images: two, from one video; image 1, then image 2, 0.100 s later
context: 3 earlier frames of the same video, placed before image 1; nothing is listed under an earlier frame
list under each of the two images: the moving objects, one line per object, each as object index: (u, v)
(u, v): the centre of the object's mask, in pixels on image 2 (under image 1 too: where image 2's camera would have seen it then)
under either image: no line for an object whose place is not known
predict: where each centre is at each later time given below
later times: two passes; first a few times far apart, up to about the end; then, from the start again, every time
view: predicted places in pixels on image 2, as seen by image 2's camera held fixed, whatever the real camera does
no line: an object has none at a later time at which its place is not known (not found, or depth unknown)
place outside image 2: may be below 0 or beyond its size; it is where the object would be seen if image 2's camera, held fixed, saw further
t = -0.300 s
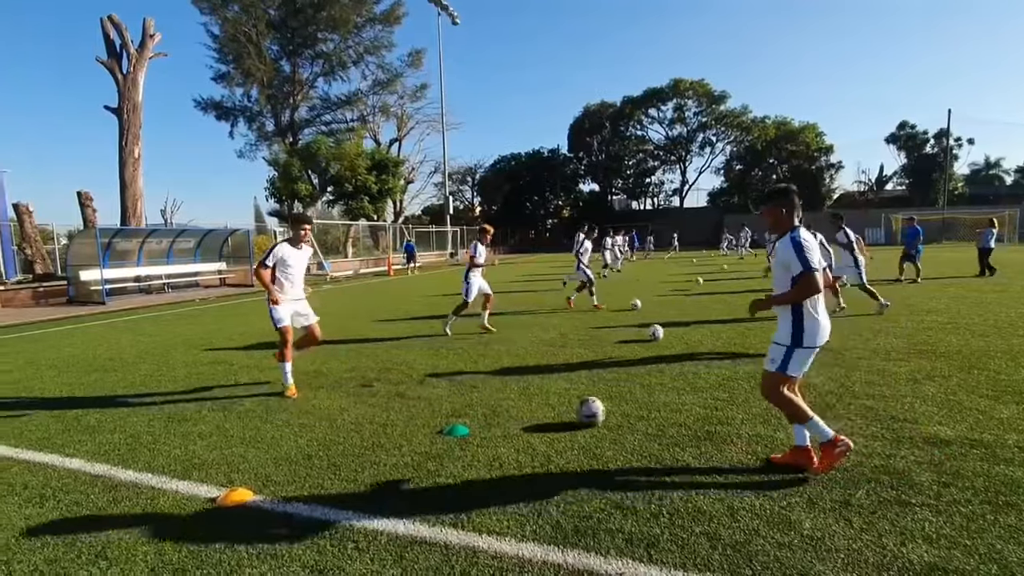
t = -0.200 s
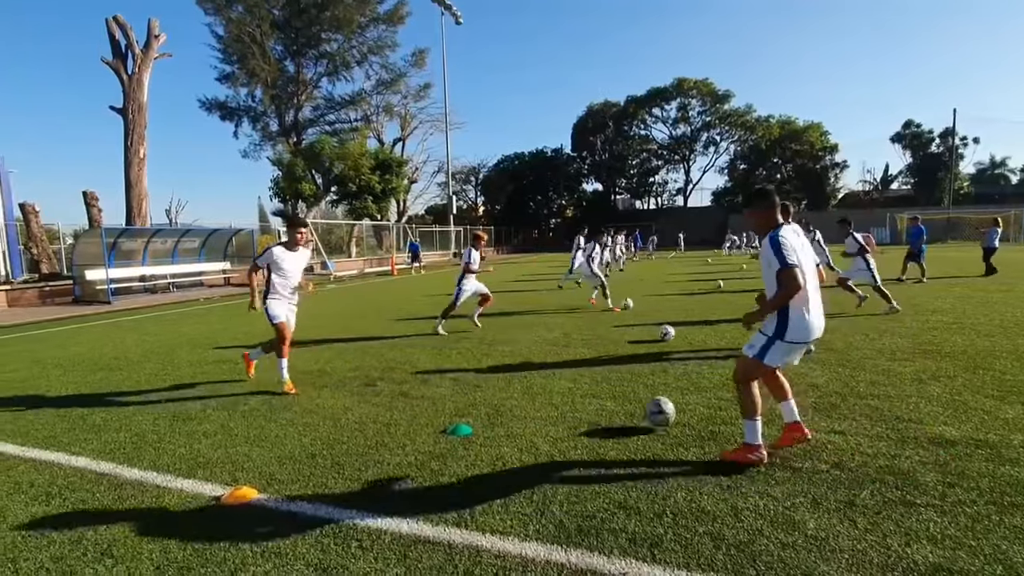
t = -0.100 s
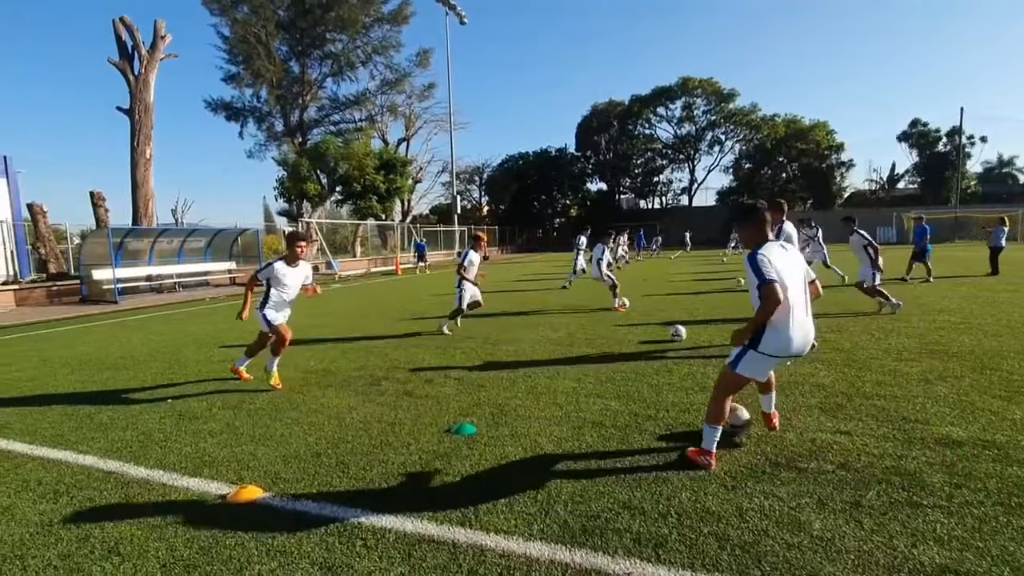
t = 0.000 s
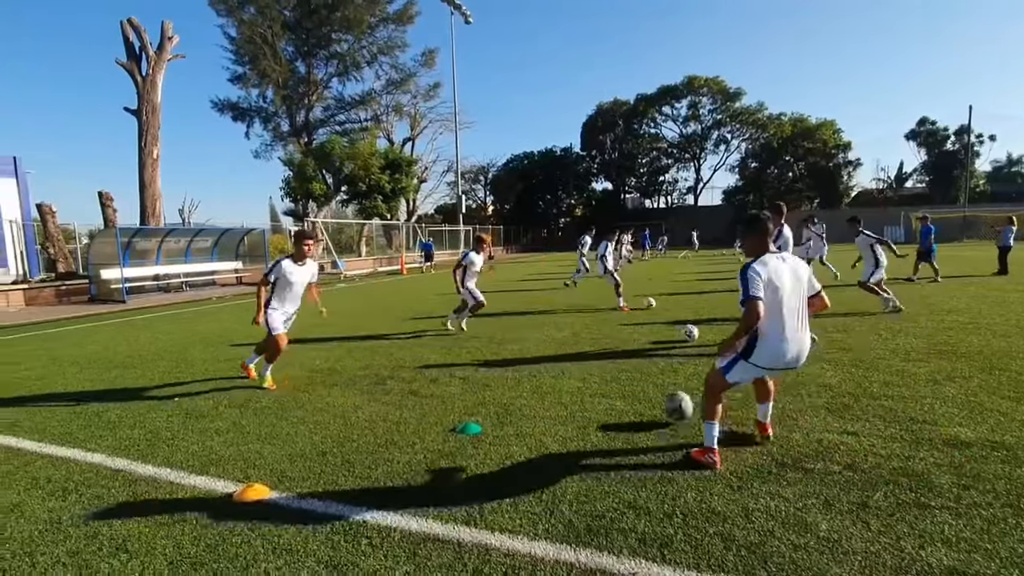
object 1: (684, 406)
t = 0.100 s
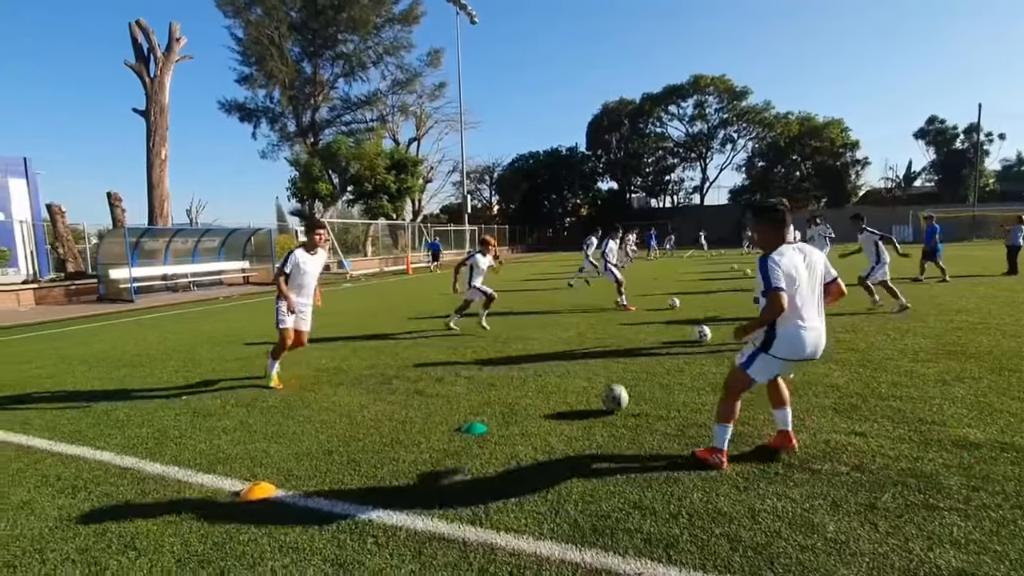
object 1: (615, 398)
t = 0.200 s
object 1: (566, 391)
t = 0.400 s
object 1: (499, 382)
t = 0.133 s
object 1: (598, 394)
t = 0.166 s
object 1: (582, 391)
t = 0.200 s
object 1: (566, 391)
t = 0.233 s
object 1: (552, 390)
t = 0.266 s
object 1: (539, 388)
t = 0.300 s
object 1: (527, 386)
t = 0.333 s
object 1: (518, 384)
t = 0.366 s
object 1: (509, 382)
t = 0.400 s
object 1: (499, 382)
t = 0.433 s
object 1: (491, 382)
